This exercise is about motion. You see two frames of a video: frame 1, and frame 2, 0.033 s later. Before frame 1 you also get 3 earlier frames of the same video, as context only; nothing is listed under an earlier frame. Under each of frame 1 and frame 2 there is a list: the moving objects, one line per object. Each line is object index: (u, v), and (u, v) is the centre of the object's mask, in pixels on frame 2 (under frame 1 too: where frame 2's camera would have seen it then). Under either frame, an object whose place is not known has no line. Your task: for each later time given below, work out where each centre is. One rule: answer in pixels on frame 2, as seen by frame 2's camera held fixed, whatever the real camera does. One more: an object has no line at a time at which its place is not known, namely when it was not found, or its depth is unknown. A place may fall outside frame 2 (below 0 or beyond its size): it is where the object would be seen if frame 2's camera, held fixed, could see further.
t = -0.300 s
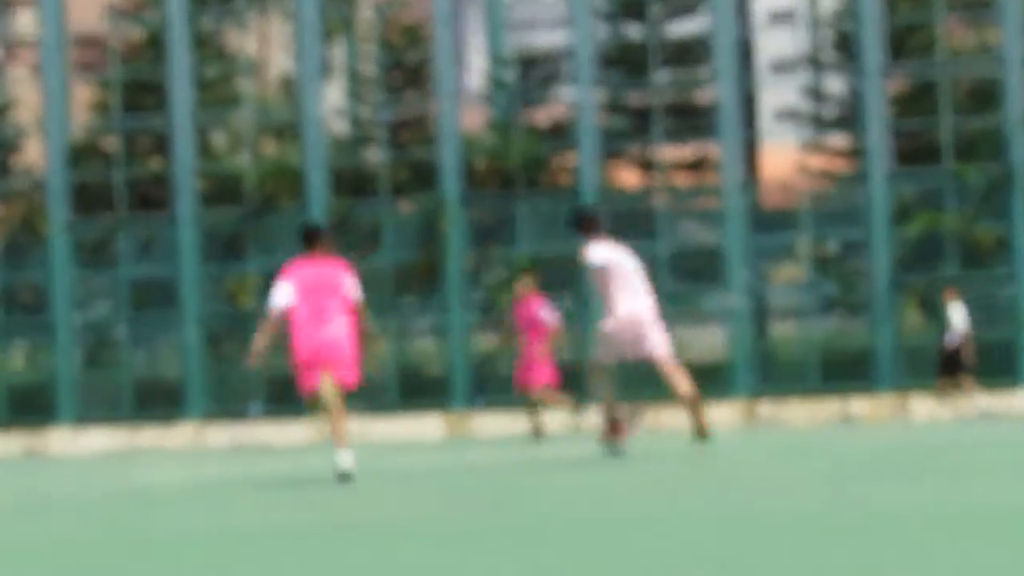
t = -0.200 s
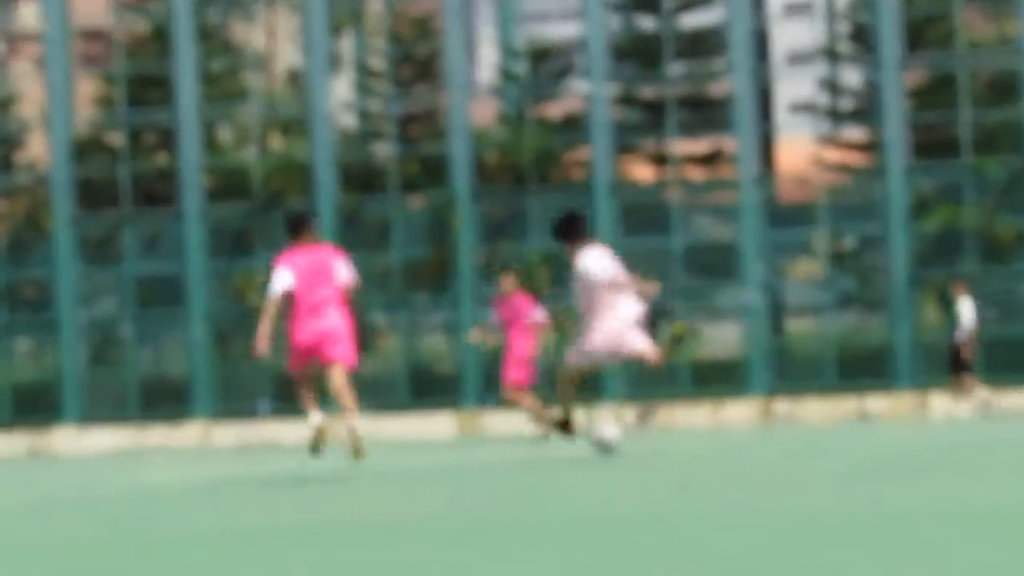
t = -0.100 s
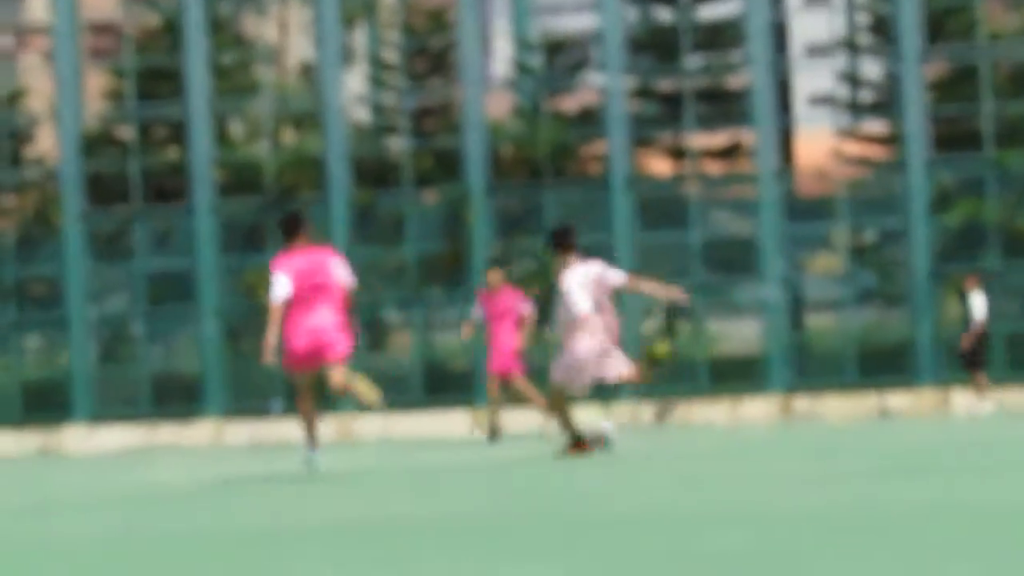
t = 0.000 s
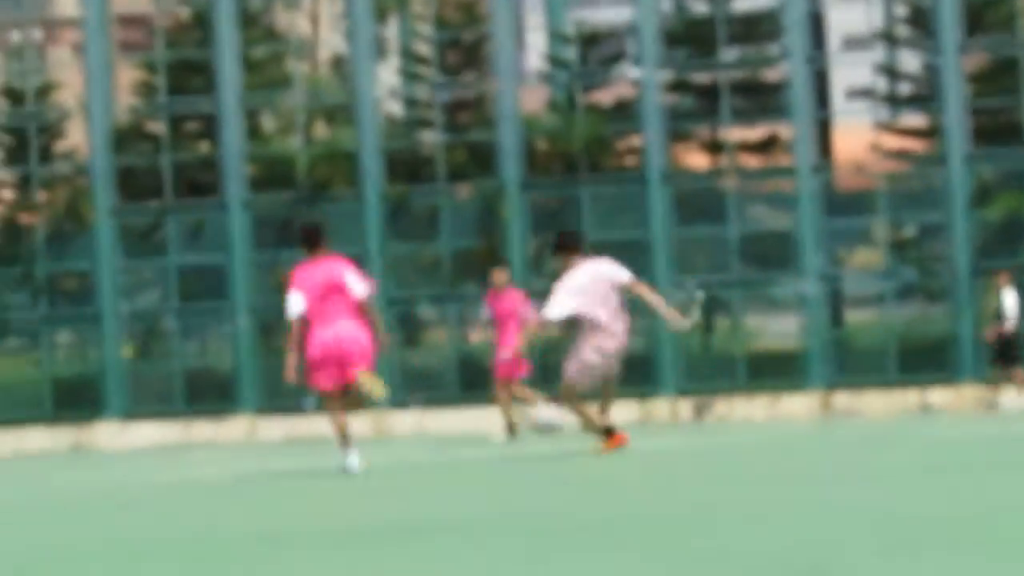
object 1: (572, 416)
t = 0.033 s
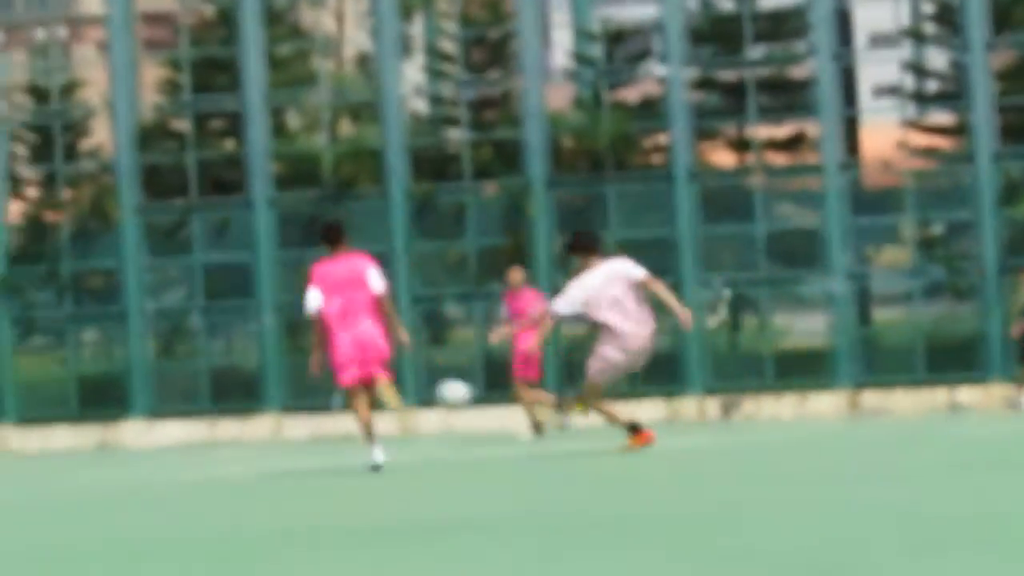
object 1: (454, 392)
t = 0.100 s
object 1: (228, 358)
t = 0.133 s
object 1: (120, 340)
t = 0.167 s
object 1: (13, 326)
